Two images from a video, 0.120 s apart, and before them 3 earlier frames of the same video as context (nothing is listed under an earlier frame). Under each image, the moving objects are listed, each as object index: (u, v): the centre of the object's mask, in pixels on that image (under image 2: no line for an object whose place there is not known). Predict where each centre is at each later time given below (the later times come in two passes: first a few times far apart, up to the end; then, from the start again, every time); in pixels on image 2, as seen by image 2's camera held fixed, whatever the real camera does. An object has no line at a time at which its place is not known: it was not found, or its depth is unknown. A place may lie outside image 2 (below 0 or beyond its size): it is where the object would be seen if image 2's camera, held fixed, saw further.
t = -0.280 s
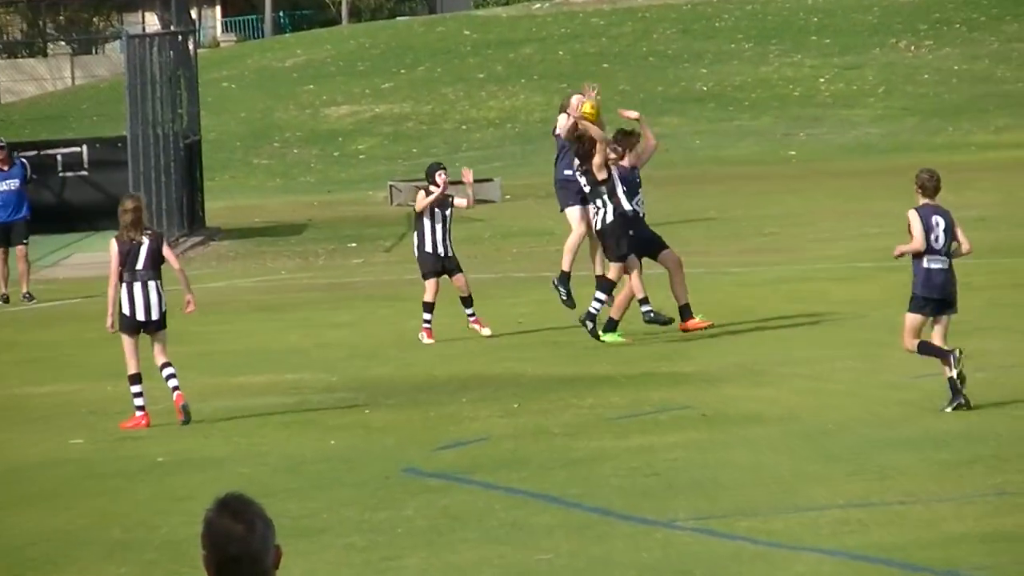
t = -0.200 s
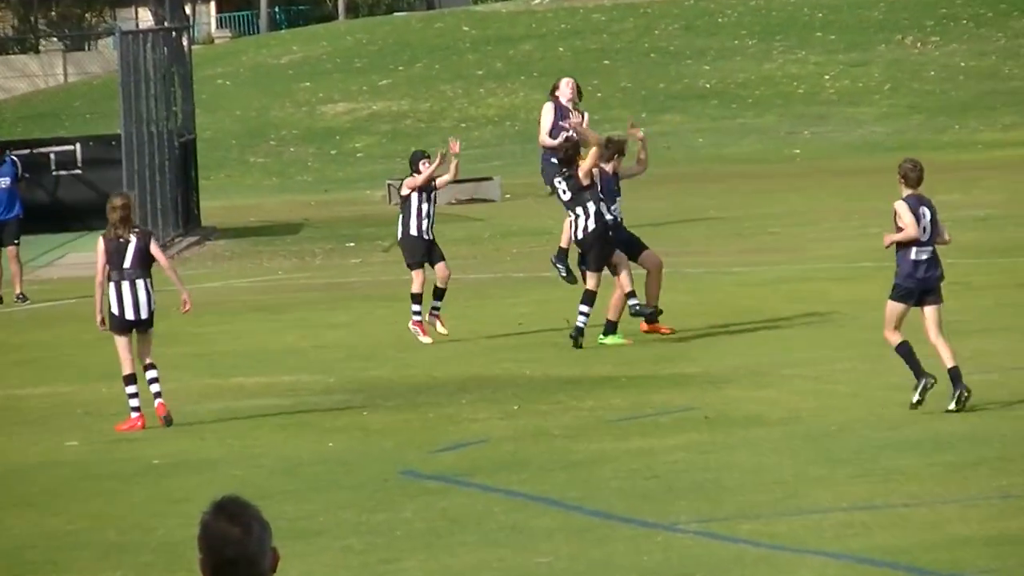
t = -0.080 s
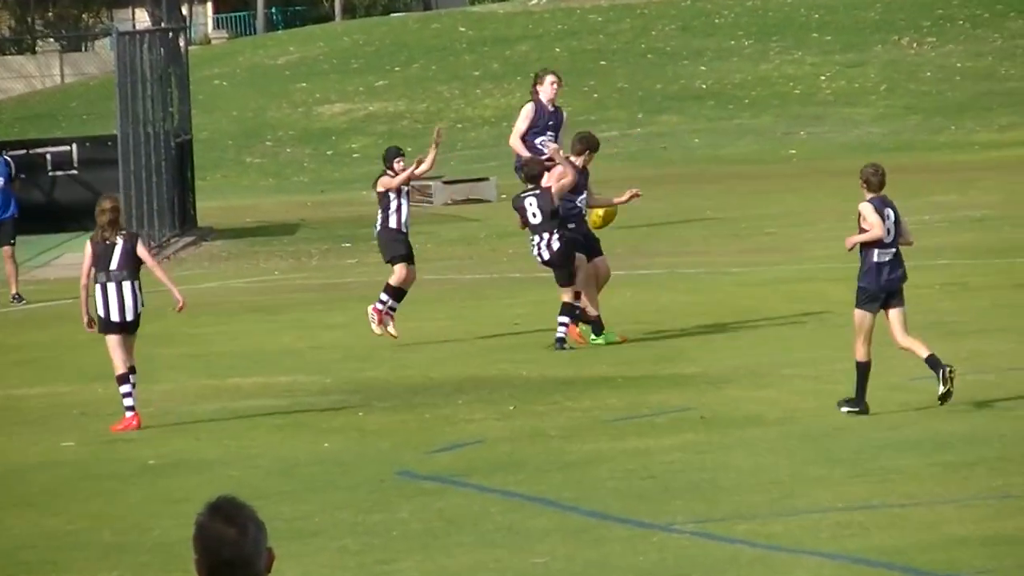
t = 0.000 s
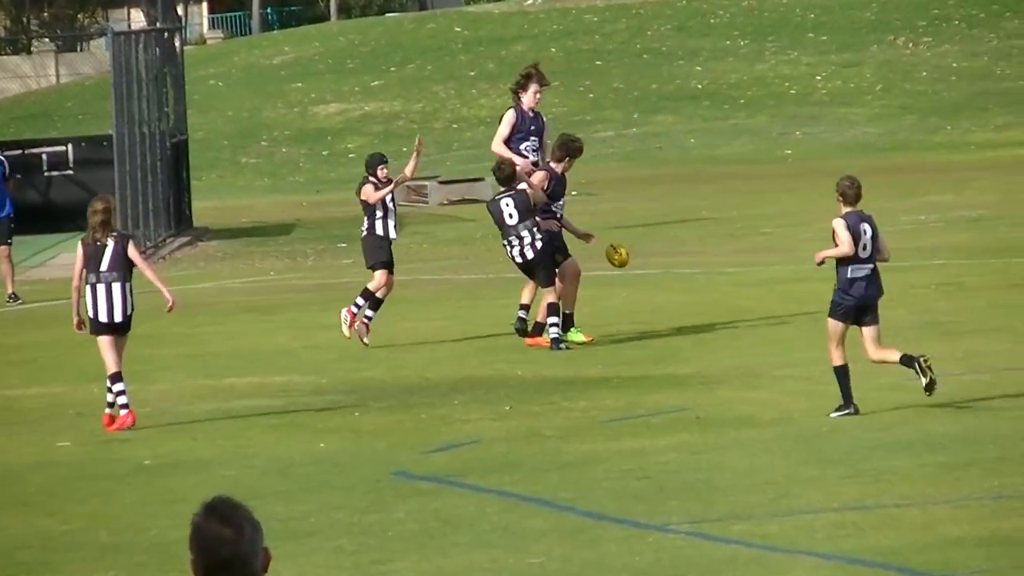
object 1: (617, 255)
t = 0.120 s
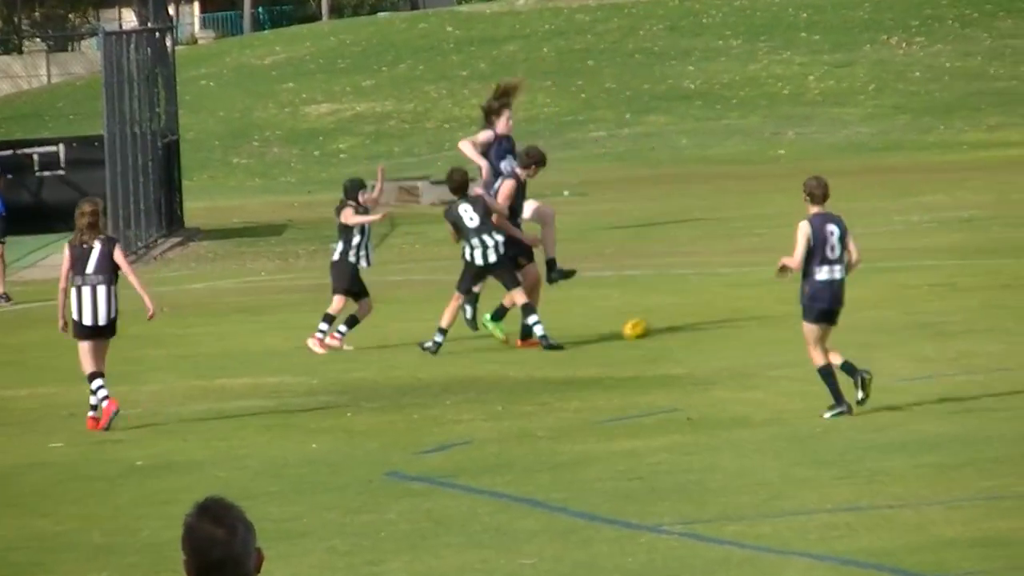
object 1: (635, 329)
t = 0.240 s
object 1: (674, 306)
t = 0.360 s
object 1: (716, 295)
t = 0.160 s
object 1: (649, 321)
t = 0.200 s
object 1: (660, 312)
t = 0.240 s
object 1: (674, 306)
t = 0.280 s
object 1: (688, 299)
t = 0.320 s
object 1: (702, 296)
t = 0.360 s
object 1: (716, 295)
